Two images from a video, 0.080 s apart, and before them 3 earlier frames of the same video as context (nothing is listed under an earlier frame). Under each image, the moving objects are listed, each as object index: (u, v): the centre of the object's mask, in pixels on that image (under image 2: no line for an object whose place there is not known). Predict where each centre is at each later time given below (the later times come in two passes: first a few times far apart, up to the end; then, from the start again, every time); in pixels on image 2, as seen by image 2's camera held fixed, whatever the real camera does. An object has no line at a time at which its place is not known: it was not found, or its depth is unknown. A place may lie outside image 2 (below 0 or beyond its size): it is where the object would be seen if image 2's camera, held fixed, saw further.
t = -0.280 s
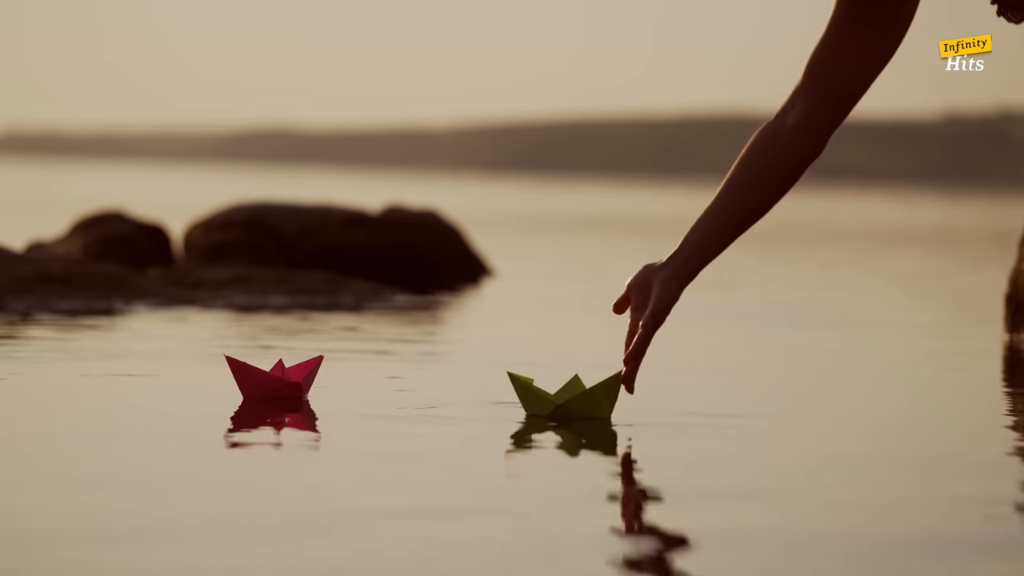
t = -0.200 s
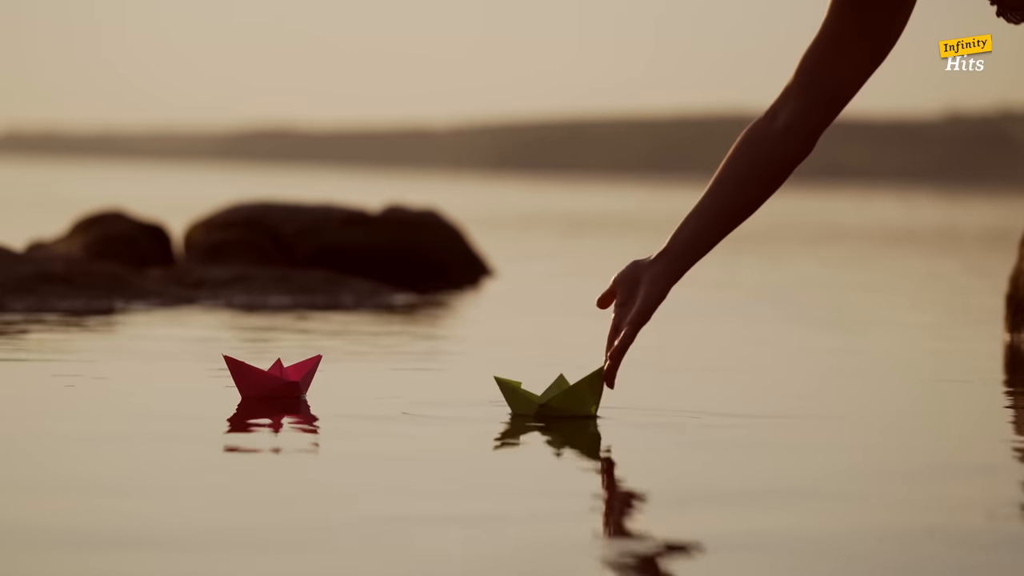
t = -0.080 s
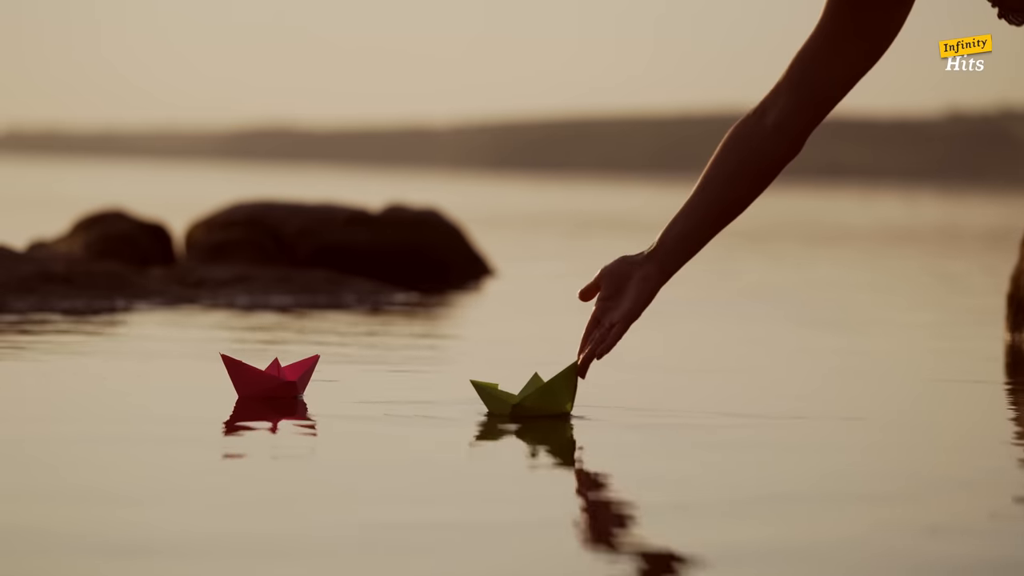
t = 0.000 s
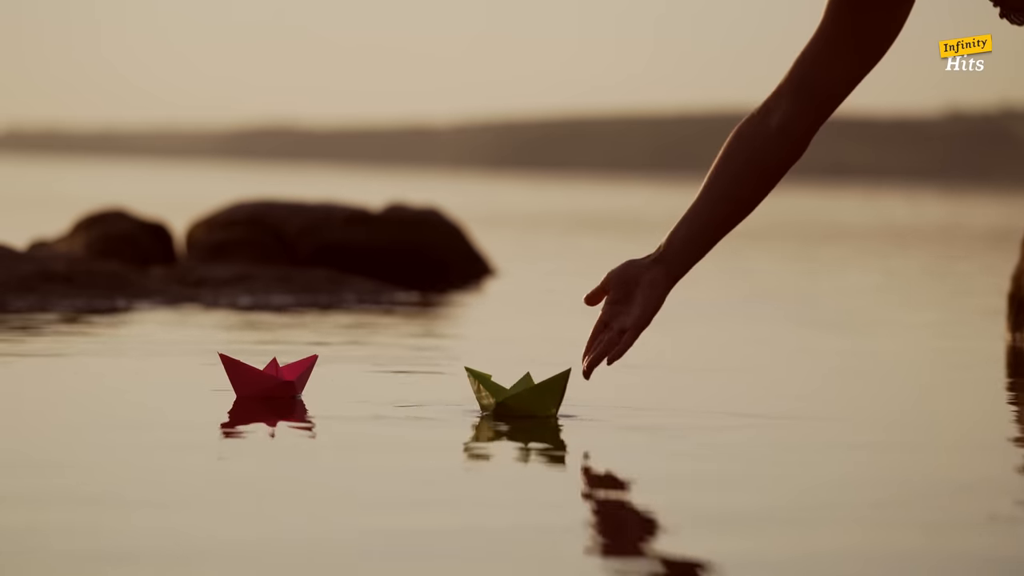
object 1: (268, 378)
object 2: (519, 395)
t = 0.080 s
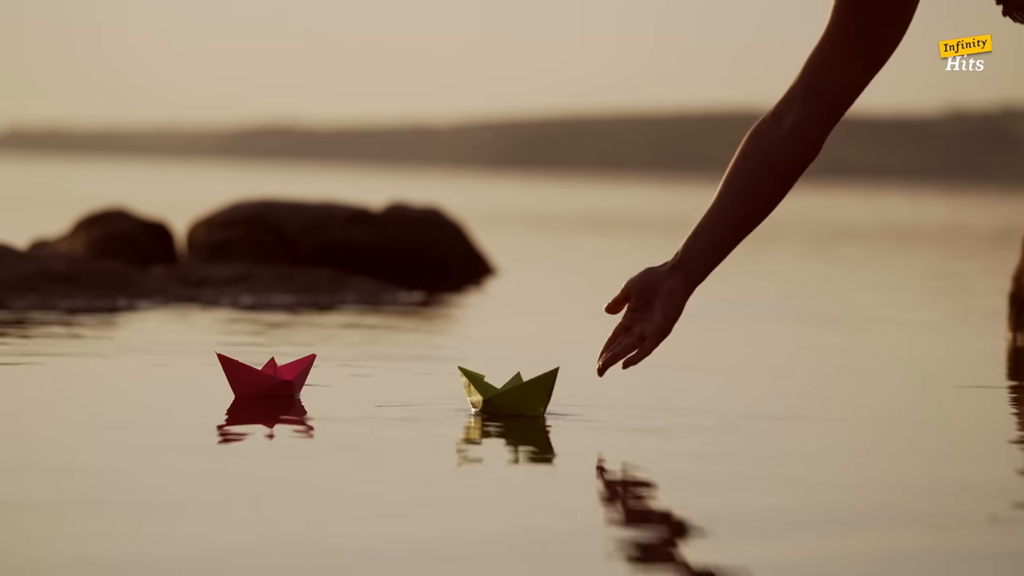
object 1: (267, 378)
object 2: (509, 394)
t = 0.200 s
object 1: (261, 379)
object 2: (496, 394)
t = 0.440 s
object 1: (252, 378)
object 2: (477, 393)
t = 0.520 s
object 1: (250, 377)
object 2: (472, 391)
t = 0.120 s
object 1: (265, 377)
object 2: (505, 394)
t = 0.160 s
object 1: (264, 378)
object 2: (501, 394)
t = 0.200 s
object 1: (261, 379)
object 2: (496, 394)
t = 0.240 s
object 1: (259, 379)
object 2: (492, 394)
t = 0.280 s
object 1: (258, 379)
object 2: (490, 394)
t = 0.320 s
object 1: (256, 379)
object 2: (485, 394)
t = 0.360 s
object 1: (254, 379)
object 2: (481, 394)
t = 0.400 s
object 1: (253, 378)
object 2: (479, 393)
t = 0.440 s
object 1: (252, 378)
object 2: (477, 393)
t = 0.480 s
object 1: (251, 377)
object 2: (474, 392)
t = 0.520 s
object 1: (250, 377)
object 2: (472, 391)
